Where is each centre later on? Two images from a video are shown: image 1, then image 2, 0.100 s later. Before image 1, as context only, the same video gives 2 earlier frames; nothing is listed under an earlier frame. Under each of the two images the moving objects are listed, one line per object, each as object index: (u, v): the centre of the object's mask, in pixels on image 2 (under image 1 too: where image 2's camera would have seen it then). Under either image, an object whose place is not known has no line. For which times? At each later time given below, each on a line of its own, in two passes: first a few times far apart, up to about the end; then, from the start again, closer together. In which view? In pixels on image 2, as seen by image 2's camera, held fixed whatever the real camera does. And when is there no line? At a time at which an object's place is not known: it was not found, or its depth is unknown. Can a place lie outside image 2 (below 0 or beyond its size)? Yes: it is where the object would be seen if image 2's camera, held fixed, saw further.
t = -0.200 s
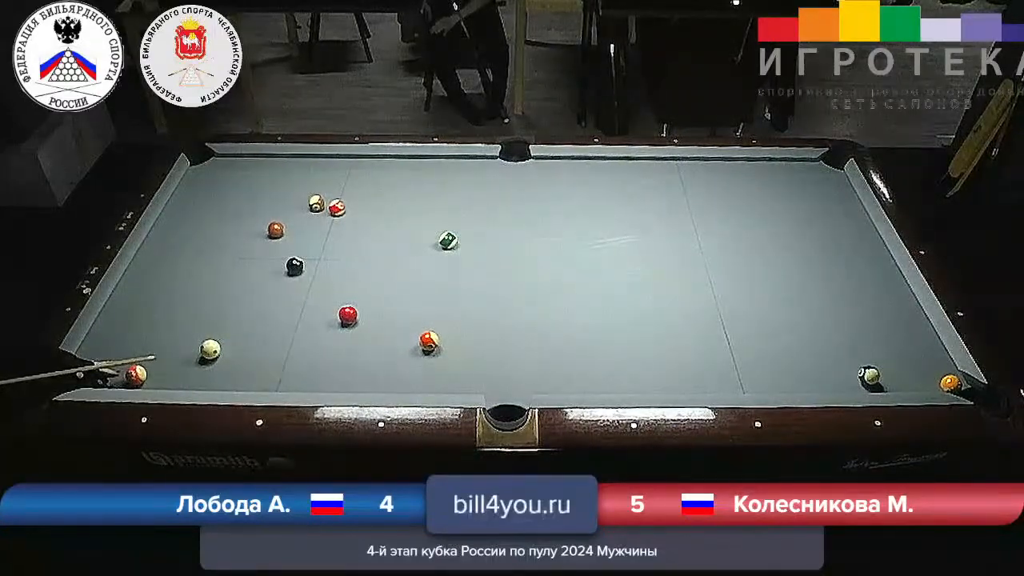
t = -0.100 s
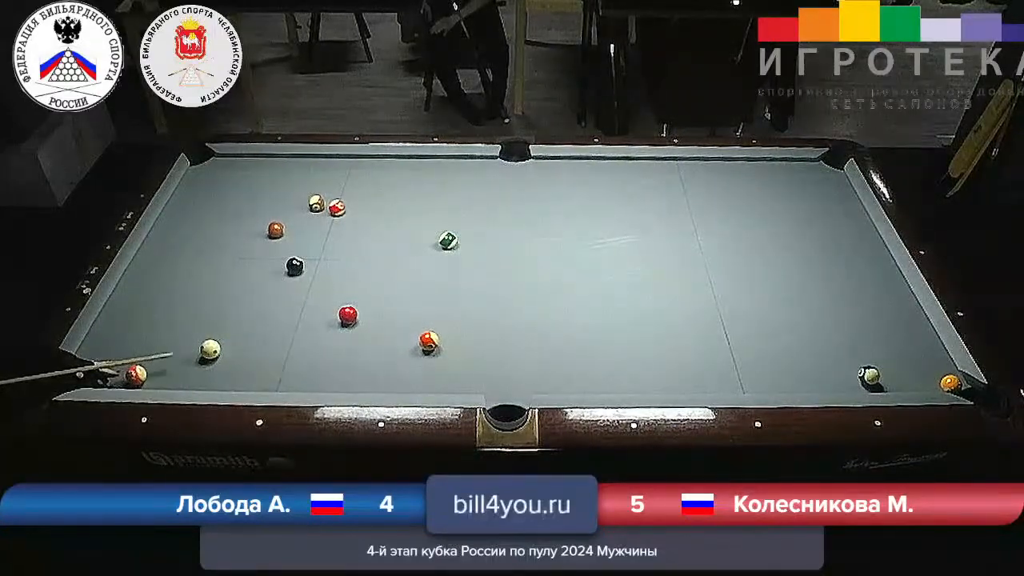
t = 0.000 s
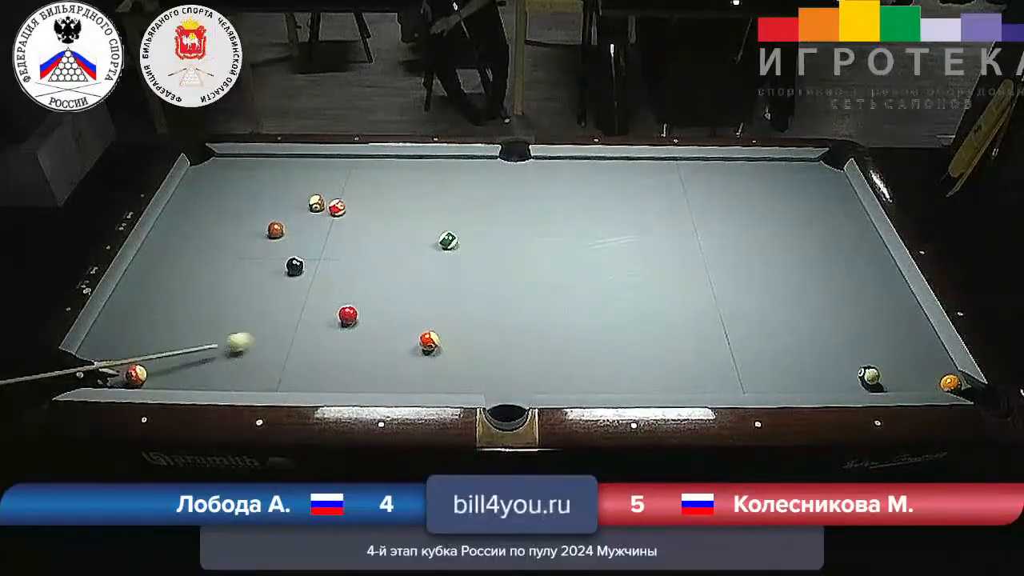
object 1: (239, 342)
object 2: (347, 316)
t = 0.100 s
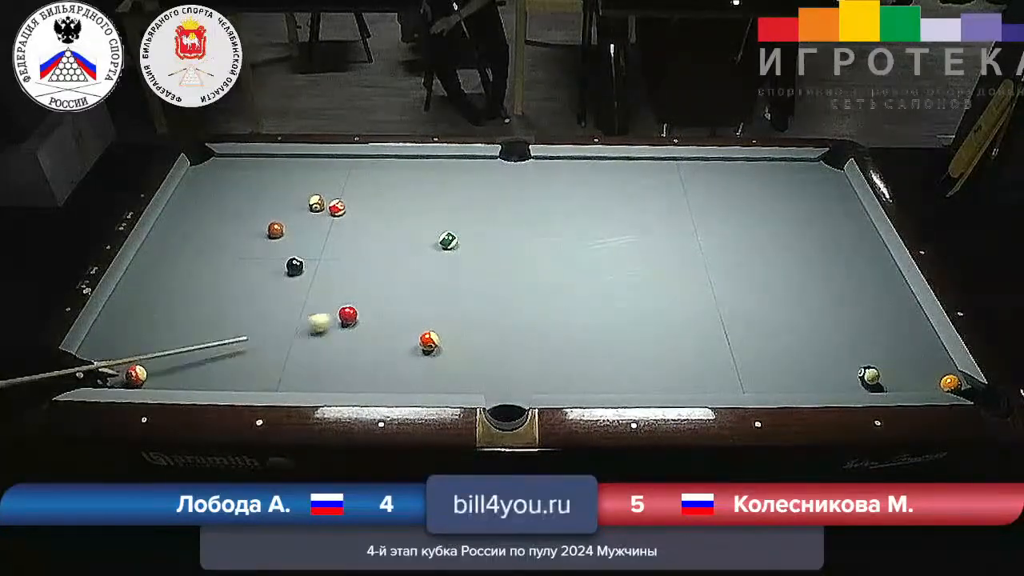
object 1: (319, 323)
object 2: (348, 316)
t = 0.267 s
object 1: (338, 323)
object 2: (411, 296)
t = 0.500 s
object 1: (367, 321)
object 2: (478, 276)
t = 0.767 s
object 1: (408, 318)
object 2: (564, 250)
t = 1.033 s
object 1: (442, 317)
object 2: (631, 229)
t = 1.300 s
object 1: (477, 315)
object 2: (697, 208)
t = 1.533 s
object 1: (503, 313)
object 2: (744, 194)
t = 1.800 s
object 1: (533, 311)
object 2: (797, 177)
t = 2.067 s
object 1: (560, 310)
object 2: (838, 162)
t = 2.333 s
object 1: (584, 308)
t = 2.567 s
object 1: (605, 307)
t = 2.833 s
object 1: (626, 306)
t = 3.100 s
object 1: (646, 304)
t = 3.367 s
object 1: (661, 303)
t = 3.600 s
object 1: (674, 302)
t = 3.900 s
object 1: (691, 301)
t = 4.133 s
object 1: (701, 301)
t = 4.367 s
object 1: (709, 300)
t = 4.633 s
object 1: (717, 300)
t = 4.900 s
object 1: (723, 299)
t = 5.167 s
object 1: (727, 299)
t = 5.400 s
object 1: (730, 298)
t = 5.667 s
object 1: (730, 298)
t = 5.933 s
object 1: (730, 298)
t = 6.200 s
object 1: (730, 298)
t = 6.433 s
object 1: (730, 298)
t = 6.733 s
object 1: (730, 298)
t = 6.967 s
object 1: (730, 298)
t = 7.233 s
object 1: (730, 298)
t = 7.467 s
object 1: (730, 299)
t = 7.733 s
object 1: (730, 298)
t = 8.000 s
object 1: (731, 298)
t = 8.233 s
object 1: (731, 298)
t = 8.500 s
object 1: (730, 298)
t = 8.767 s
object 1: (730, 298)
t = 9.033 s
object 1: (730, 298)
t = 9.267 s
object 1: (730, 298)
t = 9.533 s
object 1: (730, 298)
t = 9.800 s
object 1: (730, 298)
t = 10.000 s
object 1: (730, 298)
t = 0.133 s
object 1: (329, 321)
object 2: (349, 315)
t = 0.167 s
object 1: (331, 322)
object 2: (368, 310)
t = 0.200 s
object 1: (333, 322)
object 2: (386, 304)
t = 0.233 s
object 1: (335, 323)
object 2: (395, 302)
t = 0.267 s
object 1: (338, 323)
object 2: (411, 296)
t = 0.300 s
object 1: (344, 323)
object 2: (426, 291)
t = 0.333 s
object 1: (346, 323)
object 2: (433, 290)
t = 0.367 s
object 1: (352, 322)
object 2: (447, 285)
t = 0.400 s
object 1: (358, 322)
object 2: (460, 281)
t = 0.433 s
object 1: (361, 322)
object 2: (466, 280)
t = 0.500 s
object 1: (367, 321)
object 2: (478, 276)
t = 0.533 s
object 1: (372, 321)
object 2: (490, 272)
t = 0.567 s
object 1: (381, 321)
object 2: (507, 267)
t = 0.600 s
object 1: (386, 320)
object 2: (519, 263)
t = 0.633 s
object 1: (389, 320)
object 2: (525, 262)
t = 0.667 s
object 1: (395, 320)
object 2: (536, 258)
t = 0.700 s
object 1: (400, 319)
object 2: (547, 255)
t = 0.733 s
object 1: (403, 319)
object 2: (553, 253)
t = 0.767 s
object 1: (408, 318)
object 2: (564, 250)
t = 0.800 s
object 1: (413, 318)
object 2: (575, 246)
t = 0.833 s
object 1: (416, 318)
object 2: (580, 245)
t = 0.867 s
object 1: (421, 318)
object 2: (591, 241)
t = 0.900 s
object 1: (427, 318)
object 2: (601, 239)
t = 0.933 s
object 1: (430, 318)
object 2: (606, 236)
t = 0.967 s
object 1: (435, 317)
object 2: (616, 233)
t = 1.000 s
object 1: (440, 317)
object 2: (626, 230)
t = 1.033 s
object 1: (442, 317)
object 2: (631, 229)
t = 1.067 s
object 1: (448, 317)
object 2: (641, 226)
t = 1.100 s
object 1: (452, 316)
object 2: (651, 223)
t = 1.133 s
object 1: (455, 316)
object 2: (656, 221)
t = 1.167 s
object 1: (460, 316)
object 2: (665, 219)
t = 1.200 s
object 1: (465, 316)
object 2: (674, 215)
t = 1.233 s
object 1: (467, 315)
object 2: (679, 214)
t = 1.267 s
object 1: (472, 315)
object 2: (689, 211)
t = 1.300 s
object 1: (477, 315)
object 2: (697, 208)
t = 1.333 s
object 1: (479, 315)
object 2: (701, 207)
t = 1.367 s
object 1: (484, 314)
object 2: (710, 205)
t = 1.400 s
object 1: (489, 314)
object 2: (718, 202)
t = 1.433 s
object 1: (491, 314)
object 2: (723, 201)
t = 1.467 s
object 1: (496, 313)
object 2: (732, 198)
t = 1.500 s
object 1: (500, 313)
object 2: (739, 195)
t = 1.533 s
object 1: (503, 313)
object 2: (744, 194)
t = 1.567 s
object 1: (507, 313)
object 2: (752, 192)
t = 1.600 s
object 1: (511, 313)
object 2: (760, 189)
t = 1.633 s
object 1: (514, 312)
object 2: (763, 188)
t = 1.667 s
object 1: (518, 312)
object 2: (772, 186)
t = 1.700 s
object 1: (523, 312)
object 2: (779, 183)
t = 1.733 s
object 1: (525, 312)
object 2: (783, 182)
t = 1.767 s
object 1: (529, 312)
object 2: (790, 180)
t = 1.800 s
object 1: (533, 311)
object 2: (797, 177)
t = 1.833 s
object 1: (536, 311)
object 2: (800, 176)
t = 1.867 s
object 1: (539, 311)
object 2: (808, 174)
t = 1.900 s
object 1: (544, 311)
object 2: (815, 171)
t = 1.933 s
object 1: (546, 310)
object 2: (818, 170)
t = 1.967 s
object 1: (549, 310)
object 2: (825, 168)
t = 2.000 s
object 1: (554, 310)
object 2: (832, 165)
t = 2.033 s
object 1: (556, 310)
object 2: (835, 164)
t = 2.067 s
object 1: (560, 310)
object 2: (838, 162)
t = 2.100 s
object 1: (564, 310)
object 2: (839, 162)
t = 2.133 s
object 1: (566, 309)
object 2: (839, 163)
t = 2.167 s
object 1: (570, 309)
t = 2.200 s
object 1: (573, 309)
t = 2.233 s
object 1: (575, 309)
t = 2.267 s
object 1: (579, 309)
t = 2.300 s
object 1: (582, 308)
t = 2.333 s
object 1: (584, 308)
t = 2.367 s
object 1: (588, 308)
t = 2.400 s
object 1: (591, 308)
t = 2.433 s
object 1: (593, 308)
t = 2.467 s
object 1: (597, 308)
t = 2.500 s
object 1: (600, 308)
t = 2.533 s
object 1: (602, 307)
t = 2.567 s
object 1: (605, 307)
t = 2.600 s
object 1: (609, 307)
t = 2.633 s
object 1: (610, 307)
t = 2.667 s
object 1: (614, 307)
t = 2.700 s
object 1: (617, 306)
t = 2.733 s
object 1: (618, 307)
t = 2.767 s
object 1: (621, 306)
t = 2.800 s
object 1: (624, 306)
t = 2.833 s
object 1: (626, 306)
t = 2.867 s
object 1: (629, 306)
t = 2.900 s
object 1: (632, 305)
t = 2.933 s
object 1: (633, 305)
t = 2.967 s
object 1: (636, 305)
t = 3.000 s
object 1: (639, 305)
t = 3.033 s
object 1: (640, 305)
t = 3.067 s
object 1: (643, 305)
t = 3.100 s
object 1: (646, 304)
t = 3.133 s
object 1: (648, 304)
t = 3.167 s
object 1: (651, 304)
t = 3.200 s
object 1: (650, 304)
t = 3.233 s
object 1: (653, 304)
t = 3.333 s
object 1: (659, 303)
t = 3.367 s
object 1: (661, 303)
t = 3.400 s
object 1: (663, 303)
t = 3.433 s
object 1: (665, 303)
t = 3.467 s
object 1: (666, 303)
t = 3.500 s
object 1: (669, 303)
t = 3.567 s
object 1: (672, 302)
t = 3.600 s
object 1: (674, 302)
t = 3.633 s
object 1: (677, 302)
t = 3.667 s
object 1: (678, 302)
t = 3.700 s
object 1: (680, 302)
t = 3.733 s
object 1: (682, 302)
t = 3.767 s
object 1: (683, 302)
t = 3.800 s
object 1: (685, 302)
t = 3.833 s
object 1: (687, 301)
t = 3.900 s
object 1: (691, 301)
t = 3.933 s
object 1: (692, 301)
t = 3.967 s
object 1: (694, 301)
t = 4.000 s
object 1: (695, 301)
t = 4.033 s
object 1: (696, 301)
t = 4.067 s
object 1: (698, 300)
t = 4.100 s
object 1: (700, 301)
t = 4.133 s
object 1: (701, 301)
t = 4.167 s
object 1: (702, 301)
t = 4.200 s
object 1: (704, 300)
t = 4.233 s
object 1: (704, 300)
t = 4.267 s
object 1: (706, 300)
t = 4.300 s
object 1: (707, 300)
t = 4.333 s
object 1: (708, 300)
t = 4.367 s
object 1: (709, 300)
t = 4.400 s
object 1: (710, 300)
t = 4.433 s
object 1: (711, 300)
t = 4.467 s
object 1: (712, 300)
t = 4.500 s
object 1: (714, 300)
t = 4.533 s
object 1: (714, 300)
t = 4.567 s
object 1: (715, 300)
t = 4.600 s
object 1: (716, 300)
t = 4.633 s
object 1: (717, 300)
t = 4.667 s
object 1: (718, 299)
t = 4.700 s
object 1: (719, 299)
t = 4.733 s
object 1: (719, 299)
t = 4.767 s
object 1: (720, 299)
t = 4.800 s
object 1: (721, 299)
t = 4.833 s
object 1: (721, 299)
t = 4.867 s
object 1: (722, 299)
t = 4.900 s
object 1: (723, 299)
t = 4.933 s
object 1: (724, 299)
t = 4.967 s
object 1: (725, 299)
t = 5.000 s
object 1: (725, 299)
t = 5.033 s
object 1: (725, 299)
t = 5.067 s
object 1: (726, 299)
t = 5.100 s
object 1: (727, 299)
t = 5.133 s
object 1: (727, 299)
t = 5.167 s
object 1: (727, 299)
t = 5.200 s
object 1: (728, 299)
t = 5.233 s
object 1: (728, 299)
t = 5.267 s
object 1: (728, 299)
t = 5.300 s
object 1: (729, 299)
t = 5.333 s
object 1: (729, 298)
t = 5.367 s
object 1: (730, 298)
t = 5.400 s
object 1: (730, 298)
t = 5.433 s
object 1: (730, 298)
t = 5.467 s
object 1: (730, 298)
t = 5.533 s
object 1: (730, 298)
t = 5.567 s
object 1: (730, 298)
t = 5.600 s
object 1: (730, 299)
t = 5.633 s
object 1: (730, 298)
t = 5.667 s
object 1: (730, 298)
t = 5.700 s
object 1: (730, 298)
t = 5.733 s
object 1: (730, 298)
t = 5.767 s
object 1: (730, 299)
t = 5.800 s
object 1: (730, 298)
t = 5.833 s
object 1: (730, 298)
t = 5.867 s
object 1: (730, 298)
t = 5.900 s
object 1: (730, 298)
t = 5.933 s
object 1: (730, 298)
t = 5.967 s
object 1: (730, 298)
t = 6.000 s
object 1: (730, 298)
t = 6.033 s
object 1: (730, 298)
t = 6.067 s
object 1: (730, 298)
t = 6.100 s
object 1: (730, 298)
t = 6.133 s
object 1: (730, 298)
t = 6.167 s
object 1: (730, 298)
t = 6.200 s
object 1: (730, 298)
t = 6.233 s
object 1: (730, 298)
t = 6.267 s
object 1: (730, 298)
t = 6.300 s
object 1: (730, 298)
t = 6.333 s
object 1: (730, 298)
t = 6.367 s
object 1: (730, 298)
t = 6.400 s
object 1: (730, 298)
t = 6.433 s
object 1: (730, 298)
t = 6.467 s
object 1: (730, 298)
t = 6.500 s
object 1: (730, 298)
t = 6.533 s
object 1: (730, 298)
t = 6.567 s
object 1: (730, 298)
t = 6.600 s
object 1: (730, 298)
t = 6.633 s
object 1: (730, 298)
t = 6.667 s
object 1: (730, 298)
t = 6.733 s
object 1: (730, 298)
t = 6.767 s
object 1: (730, 298)
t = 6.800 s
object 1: (730, 298)
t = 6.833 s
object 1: (730, 298)
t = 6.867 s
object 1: (730, 298)
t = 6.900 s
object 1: (730, 298)
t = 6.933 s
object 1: (730, 298)
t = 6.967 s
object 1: (730, 298)
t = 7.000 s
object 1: (730, 299)
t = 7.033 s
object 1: (730, 298)
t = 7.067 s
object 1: (730, 298)
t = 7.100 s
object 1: (730, 298)
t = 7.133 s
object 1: (730, 298)
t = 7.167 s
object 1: (730, 298)
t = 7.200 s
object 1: (730, 298)
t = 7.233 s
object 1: (730, 298)
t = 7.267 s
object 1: (730, 298)
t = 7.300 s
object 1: (730, 298)
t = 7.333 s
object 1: (730, 298)
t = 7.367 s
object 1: (730, 298)
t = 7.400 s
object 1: (730, 298)
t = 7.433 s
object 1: (730, 299)
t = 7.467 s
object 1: (730, 299)
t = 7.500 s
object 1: (730, 298)
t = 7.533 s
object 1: (730, 298)
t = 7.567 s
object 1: (730, 298)
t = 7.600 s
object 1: (730, 299)
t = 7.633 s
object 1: (730, 299)
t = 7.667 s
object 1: (730, 298)
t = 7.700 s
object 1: (730, 299)
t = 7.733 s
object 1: (730, 298)
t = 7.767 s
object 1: (730, 298)
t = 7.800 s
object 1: (730, 299)
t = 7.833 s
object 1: (730, 299)
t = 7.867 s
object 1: (730, 298)
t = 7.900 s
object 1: (730, 298)
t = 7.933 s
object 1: (730, 299)
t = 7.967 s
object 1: (730, 298)
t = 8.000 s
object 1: (731, 298)
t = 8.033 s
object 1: (730, 298)
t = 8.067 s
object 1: (730, 298)
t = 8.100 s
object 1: (730, 298)
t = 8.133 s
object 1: (730, 298)
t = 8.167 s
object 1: (730, 298)
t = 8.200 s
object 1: (730, 298)
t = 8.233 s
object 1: (731, 298)
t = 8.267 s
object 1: (730, 298)
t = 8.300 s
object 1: (730, 299)
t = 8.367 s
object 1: (730, 299)
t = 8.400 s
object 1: (730, 299)
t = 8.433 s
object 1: (731, 298)
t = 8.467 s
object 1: (730, 298)
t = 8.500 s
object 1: (730, 298)
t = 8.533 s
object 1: (730, 298)
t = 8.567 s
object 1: (730, 298)
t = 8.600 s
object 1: (730, 298)
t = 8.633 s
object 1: (730, 298)
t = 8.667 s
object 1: (730, 298)
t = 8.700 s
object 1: (730, 298)
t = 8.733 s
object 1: (730, 298)
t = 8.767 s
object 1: (730, 298)
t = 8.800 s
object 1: (730, 298)
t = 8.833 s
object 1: (730, 298)
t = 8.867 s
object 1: (730, 298)
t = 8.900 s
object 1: (730, 298)
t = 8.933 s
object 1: (730, 298)
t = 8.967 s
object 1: (730, 298)
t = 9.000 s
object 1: (730, 298)
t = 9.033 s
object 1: (730, 298)
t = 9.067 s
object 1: (730, 298)
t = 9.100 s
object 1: (730, 299)
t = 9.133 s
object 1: (730, 298)
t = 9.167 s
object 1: (730, 299)
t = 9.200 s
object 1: (730, 298)
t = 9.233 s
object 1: (730, 298)
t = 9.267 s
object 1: (730, 298)
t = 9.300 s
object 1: (730, 298)
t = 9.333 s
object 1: (730, 298)
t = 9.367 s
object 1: (730, 298)
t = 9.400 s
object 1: (730, 298)
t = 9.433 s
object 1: (730, 298)
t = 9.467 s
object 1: (730, 298)
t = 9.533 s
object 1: (730, 298)
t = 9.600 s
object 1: (730, 298)
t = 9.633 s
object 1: (730, 298)
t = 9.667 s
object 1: (730, 298)
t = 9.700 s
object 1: (730, 298)
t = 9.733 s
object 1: (730, 298)
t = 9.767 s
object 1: (730, 298)
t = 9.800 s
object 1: (730, 298)
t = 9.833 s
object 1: (730, 298)
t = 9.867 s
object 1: (730, 298)
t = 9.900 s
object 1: (730, 298)
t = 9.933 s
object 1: (730, 298)
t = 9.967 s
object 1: (730, 298)
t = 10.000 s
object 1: (730, 298)
